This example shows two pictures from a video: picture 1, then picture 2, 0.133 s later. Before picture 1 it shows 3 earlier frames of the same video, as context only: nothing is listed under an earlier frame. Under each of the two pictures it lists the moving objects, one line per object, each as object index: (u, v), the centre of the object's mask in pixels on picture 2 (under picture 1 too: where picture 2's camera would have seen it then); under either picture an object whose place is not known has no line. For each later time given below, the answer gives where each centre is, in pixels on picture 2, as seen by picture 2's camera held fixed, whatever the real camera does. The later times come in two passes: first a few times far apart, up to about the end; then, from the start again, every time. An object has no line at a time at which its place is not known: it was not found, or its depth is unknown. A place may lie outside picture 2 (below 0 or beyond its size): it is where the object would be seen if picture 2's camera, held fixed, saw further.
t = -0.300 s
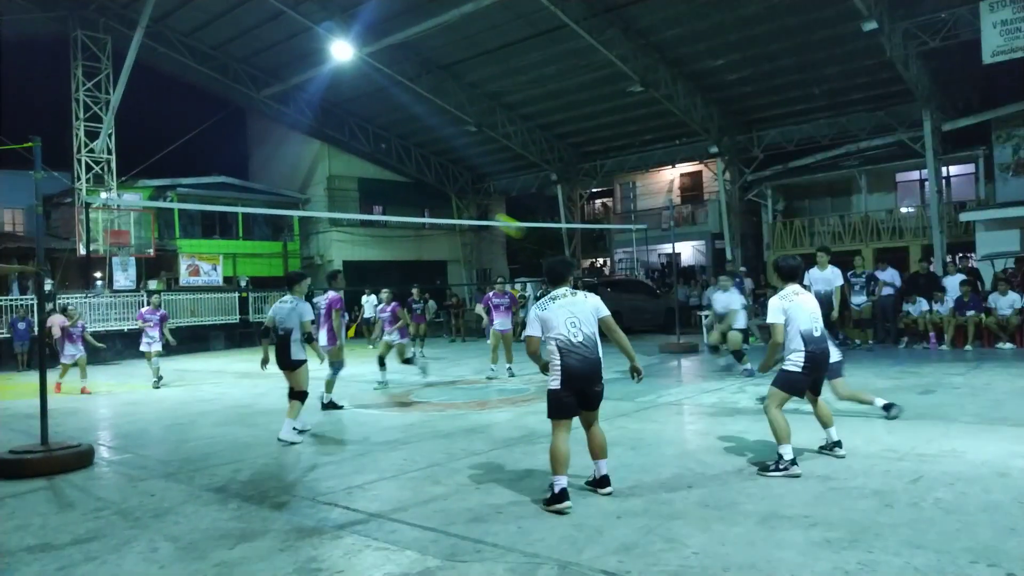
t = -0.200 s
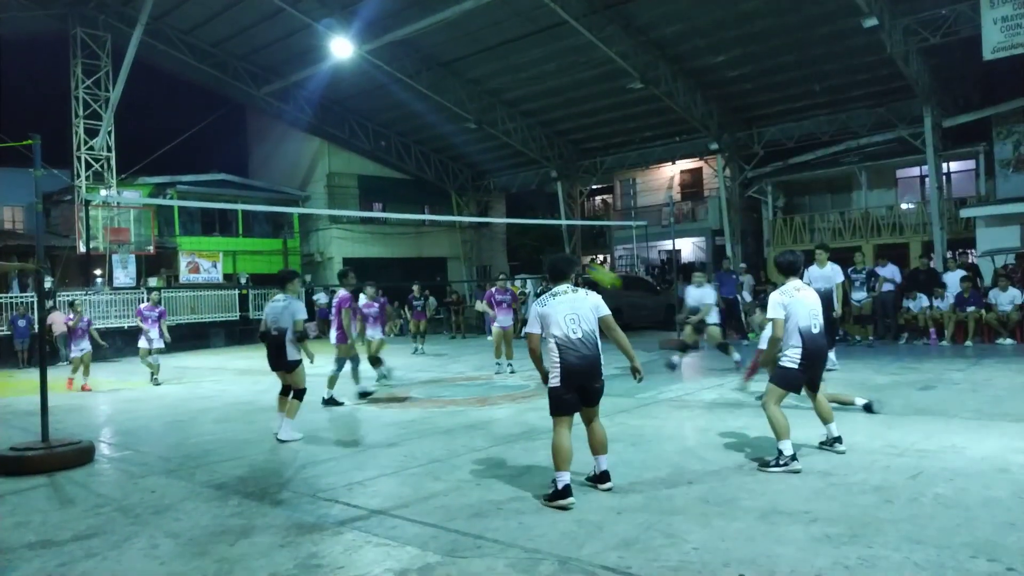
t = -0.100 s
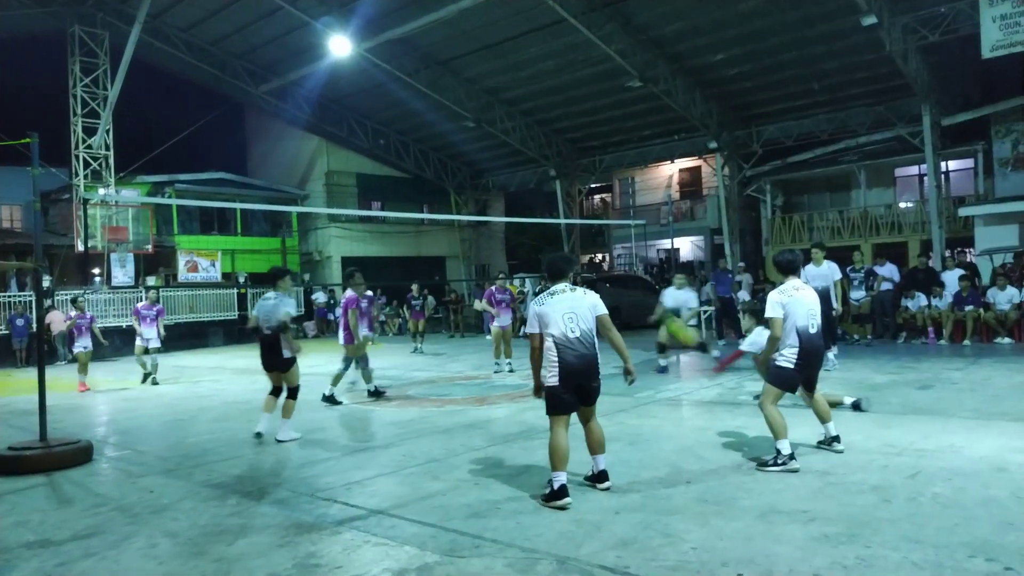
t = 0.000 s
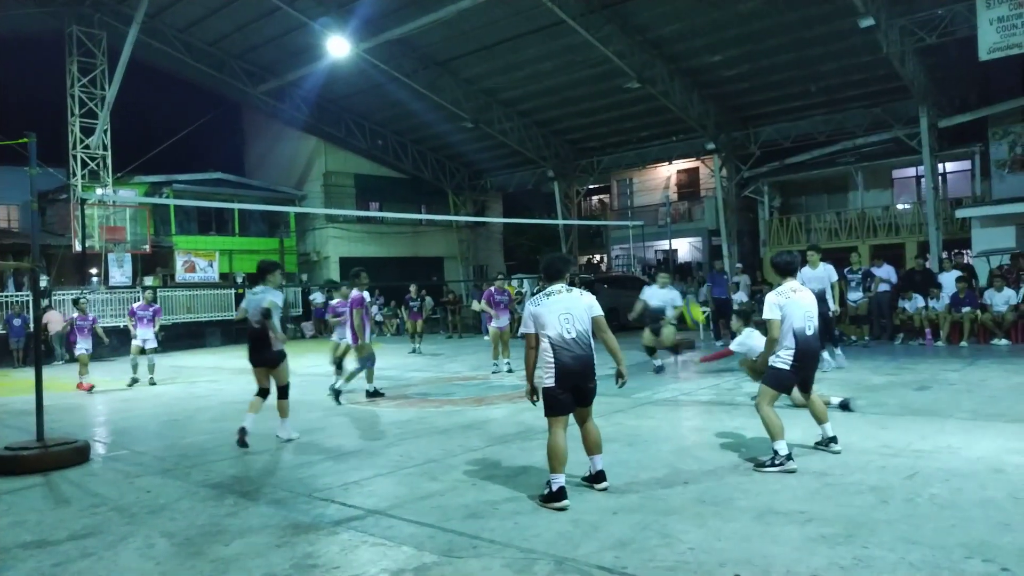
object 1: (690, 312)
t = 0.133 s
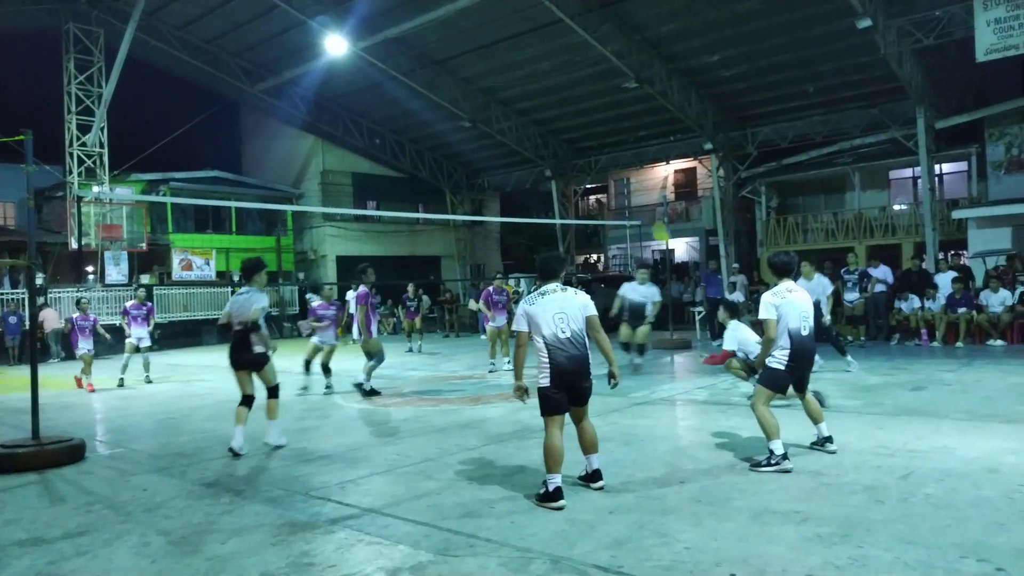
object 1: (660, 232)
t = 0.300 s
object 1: (630, 164)
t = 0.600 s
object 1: (584, 99)
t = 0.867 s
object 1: (550, 97)
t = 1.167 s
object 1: (517, 152)
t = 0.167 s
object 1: (655, 220)
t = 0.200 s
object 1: (651, 208)
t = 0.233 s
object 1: (643, 192)
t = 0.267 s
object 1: (636, 173)
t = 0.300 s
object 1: (630, 164)
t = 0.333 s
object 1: (625, 154)
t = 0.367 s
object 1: (619, 144)
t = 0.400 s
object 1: (614, 135)
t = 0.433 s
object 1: (609, 127)
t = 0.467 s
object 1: (603, 120)
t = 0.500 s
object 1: (599, 113)
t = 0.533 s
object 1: (594, 107)
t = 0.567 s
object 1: (589, 103)
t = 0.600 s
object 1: (584, 99)
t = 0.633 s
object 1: (580, 96)
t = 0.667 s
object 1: (575, 94)
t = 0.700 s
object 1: (571, 92)
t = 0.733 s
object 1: (567, 92)
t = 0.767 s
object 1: (562, 92)
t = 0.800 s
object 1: (558, 93)
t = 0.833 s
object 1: (554, 95)
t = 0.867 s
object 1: (550, 97)
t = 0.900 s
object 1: (546, 100)
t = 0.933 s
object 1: (543, 104)
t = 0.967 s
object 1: (539, 109)
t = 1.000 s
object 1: (535, 114)
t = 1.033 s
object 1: (532, 120)
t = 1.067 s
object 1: (528, 127)
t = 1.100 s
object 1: (524, 134)
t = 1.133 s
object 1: (520, 143)
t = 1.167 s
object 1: (517, 152)
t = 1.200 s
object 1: (514, 161)
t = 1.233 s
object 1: (511, 171)
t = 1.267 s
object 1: (507, 182)
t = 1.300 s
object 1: (504, 192)
